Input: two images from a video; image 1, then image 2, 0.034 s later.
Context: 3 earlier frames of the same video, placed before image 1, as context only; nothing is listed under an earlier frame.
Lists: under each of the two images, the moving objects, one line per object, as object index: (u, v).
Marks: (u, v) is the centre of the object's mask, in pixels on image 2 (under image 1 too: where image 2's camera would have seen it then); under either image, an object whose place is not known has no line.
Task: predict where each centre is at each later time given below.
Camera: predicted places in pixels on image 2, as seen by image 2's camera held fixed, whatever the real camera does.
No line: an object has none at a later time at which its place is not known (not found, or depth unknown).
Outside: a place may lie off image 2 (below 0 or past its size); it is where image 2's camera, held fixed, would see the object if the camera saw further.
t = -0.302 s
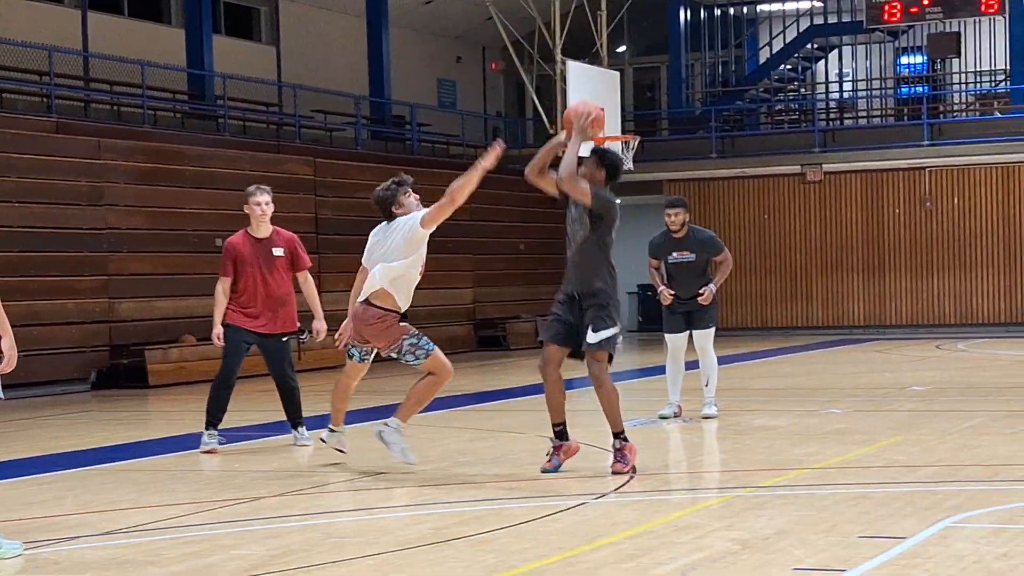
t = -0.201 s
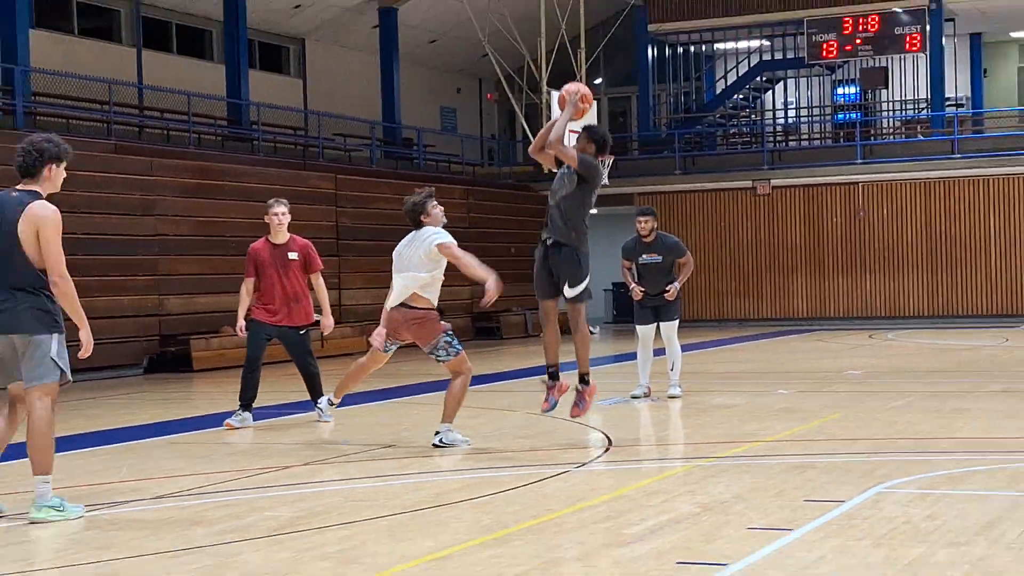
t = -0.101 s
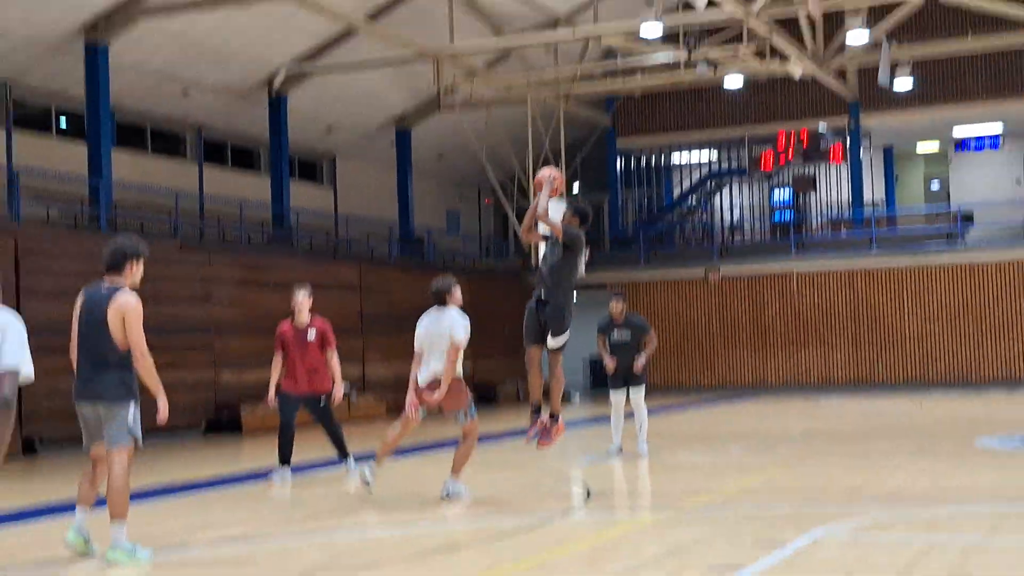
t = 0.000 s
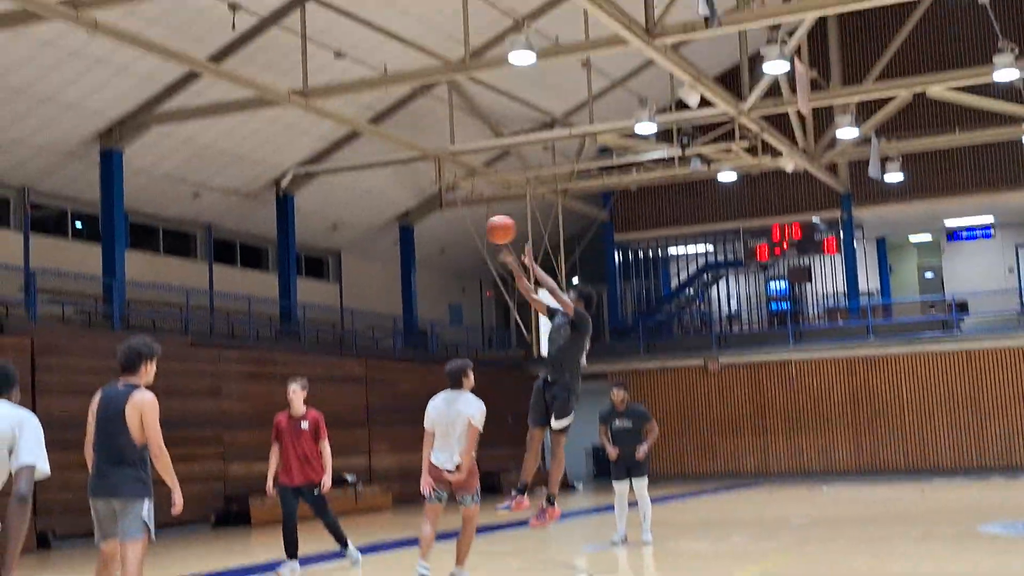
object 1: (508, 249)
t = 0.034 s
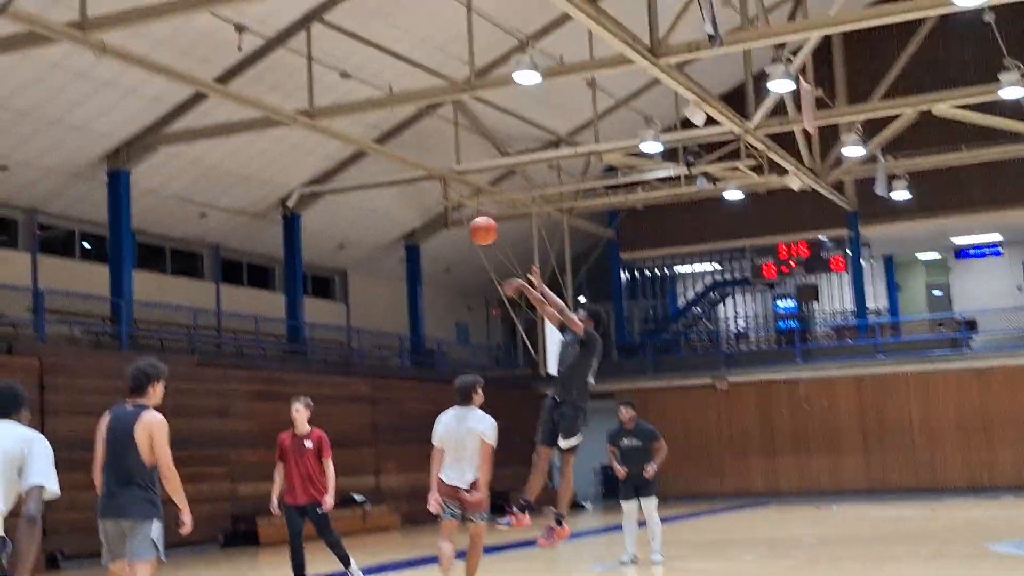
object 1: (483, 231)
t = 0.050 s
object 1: (472, 222)
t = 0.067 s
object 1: (460, 214)
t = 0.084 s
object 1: (447, 206)
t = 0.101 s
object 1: (436, 199)
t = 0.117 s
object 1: (425, 192)
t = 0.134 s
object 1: (413, 185)
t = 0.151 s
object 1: (402, 179)
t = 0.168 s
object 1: (391, 172)
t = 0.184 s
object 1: (379, 167)
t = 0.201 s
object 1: (368, 161)
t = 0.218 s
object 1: (356, 156)
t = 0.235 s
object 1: (347, 152)
